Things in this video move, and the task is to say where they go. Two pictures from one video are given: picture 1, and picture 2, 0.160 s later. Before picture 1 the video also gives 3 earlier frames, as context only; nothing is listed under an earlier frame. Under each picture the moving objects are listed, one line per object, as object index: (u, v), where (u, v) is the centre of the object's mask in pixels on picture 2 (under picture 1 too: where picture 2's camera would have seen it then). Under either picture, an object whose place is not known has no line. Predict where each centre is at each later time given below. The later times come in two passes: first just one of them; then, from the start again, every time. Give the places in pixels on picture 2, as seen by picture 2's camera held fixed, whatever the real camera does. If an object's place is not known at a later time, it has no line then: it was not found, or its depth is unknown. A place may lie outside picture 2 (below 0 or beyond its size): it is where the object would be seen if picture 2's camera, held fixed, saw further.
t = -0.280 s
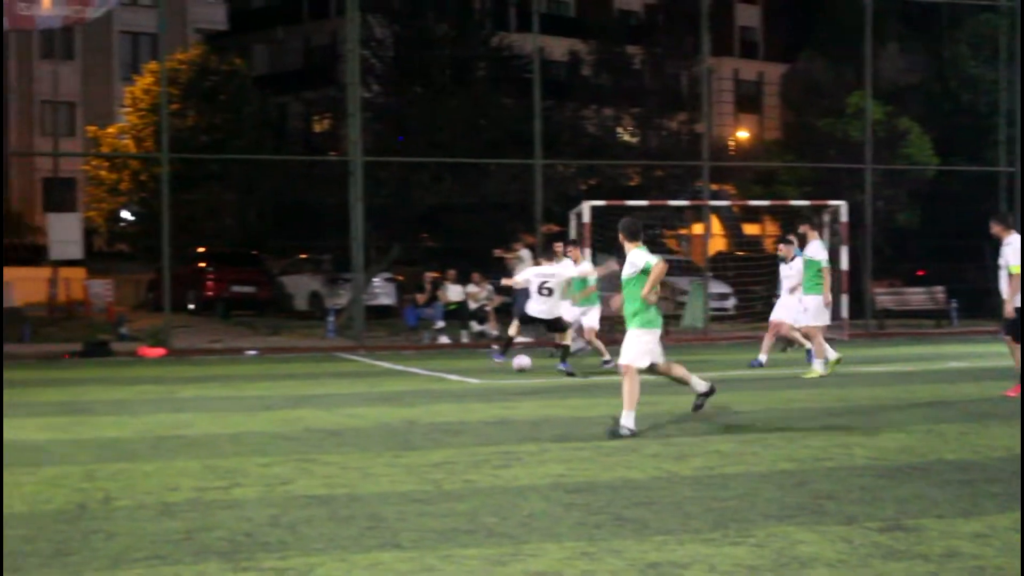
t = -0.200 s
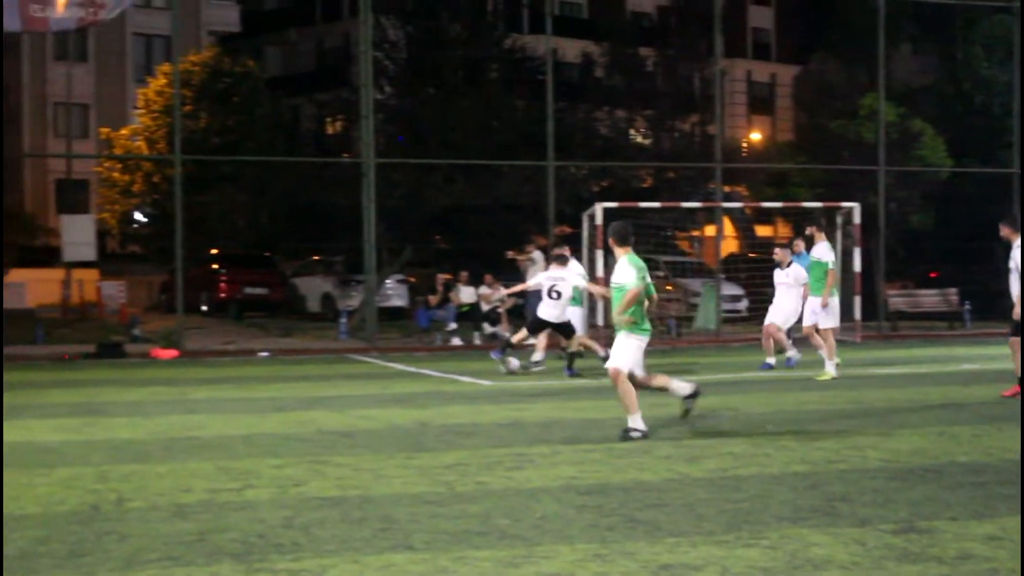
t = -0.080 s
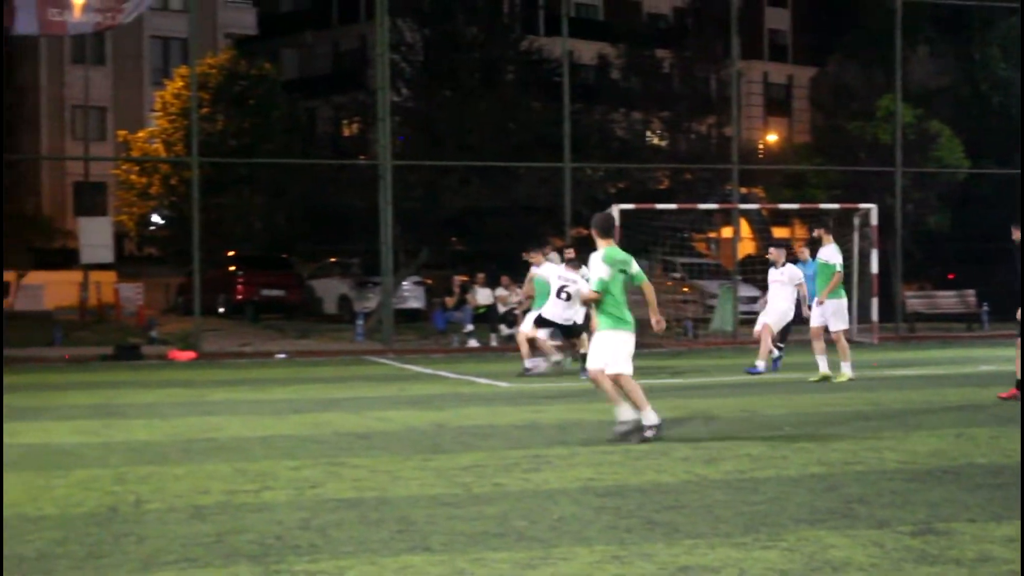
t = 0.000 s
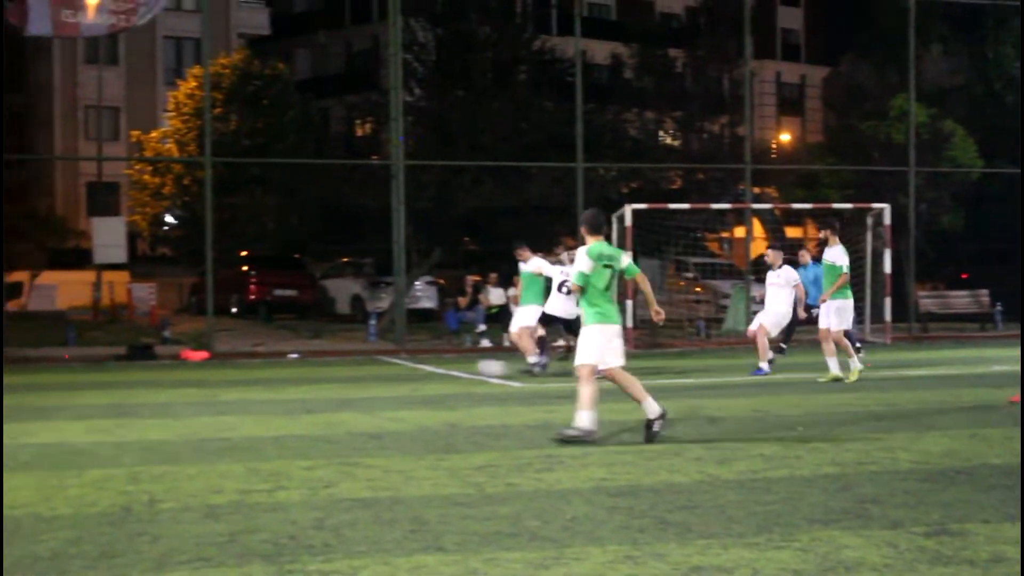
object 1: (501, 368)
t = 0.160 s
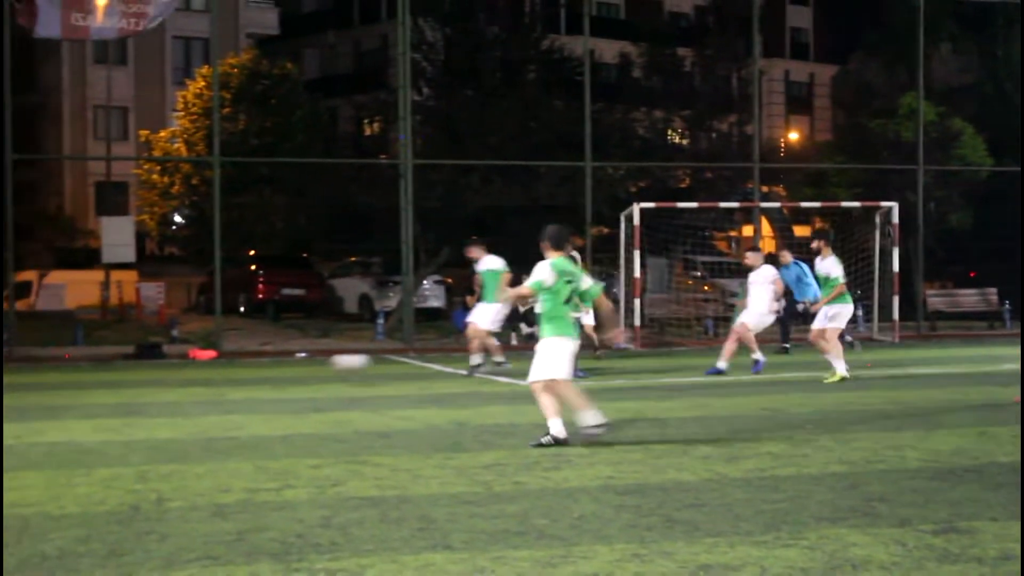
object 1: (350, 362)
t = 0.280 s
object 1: (228, 377)
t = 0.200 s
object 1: (308, 364)
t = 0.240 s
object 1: (268, 370)
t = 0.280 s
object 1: (228, 377)
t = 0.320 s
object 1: (191, 383)
